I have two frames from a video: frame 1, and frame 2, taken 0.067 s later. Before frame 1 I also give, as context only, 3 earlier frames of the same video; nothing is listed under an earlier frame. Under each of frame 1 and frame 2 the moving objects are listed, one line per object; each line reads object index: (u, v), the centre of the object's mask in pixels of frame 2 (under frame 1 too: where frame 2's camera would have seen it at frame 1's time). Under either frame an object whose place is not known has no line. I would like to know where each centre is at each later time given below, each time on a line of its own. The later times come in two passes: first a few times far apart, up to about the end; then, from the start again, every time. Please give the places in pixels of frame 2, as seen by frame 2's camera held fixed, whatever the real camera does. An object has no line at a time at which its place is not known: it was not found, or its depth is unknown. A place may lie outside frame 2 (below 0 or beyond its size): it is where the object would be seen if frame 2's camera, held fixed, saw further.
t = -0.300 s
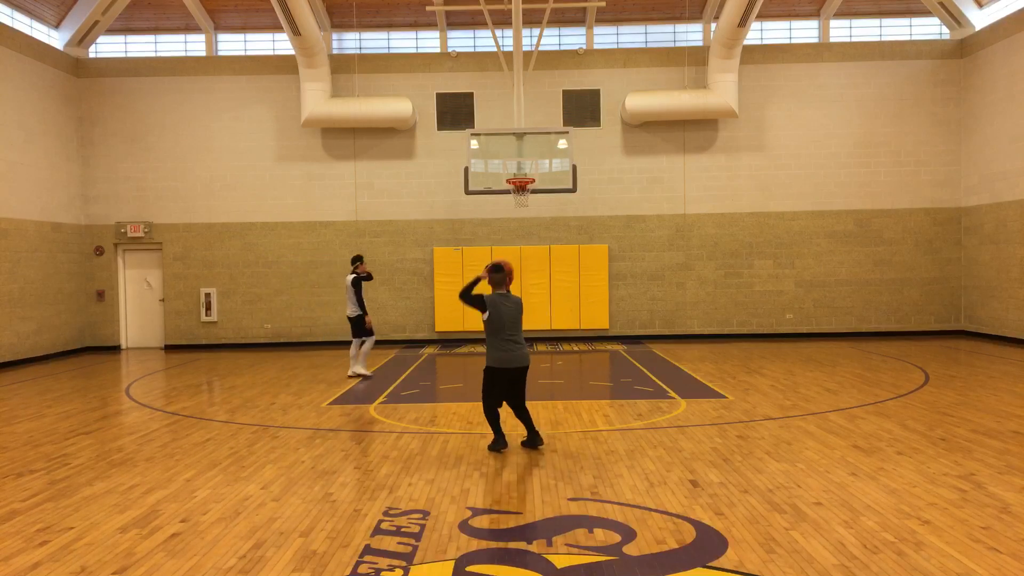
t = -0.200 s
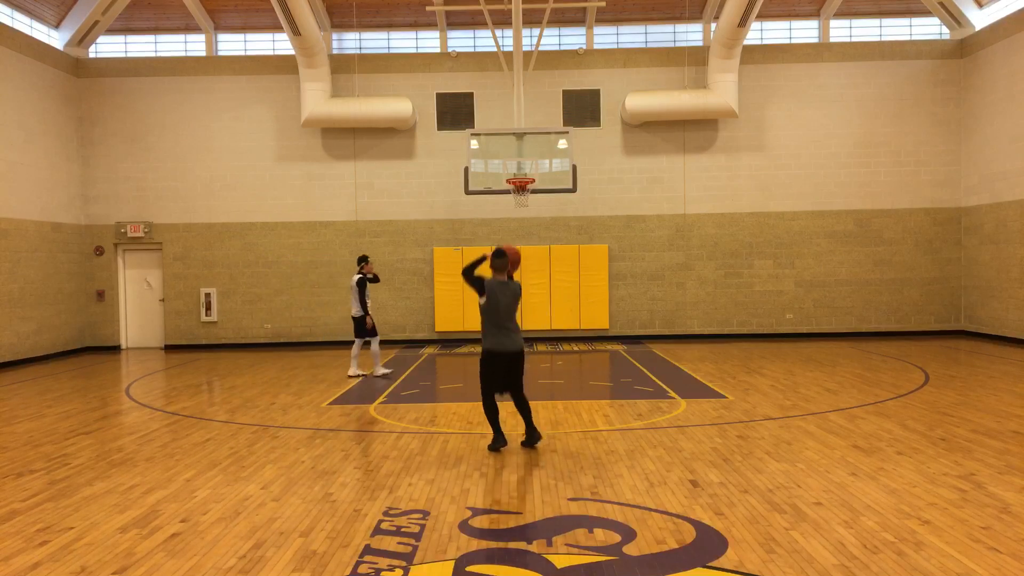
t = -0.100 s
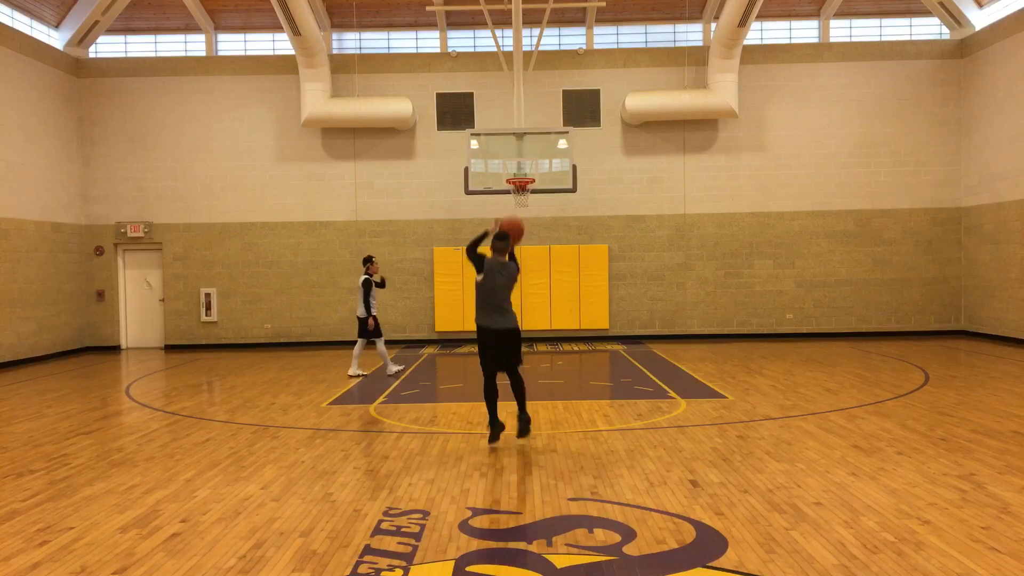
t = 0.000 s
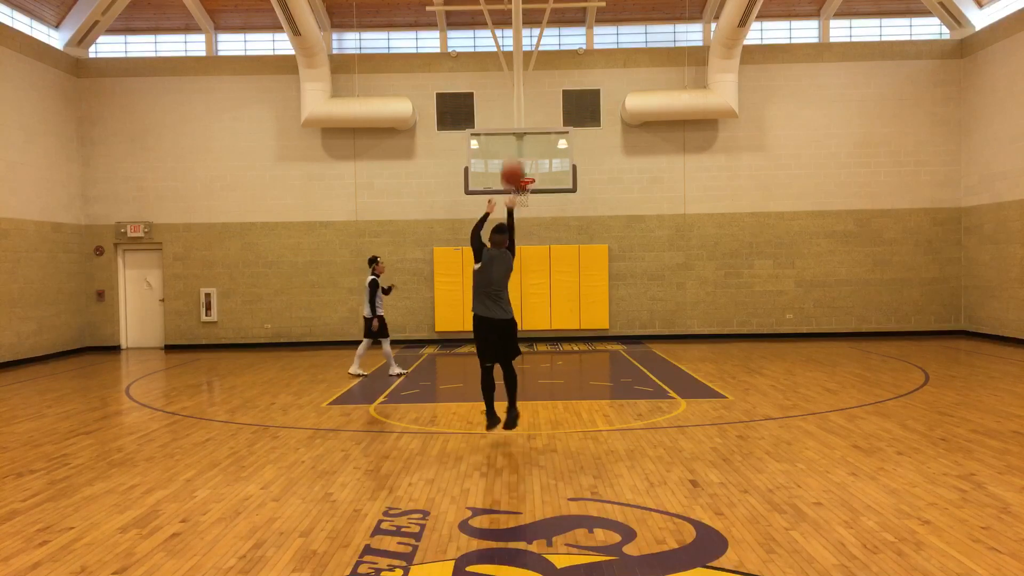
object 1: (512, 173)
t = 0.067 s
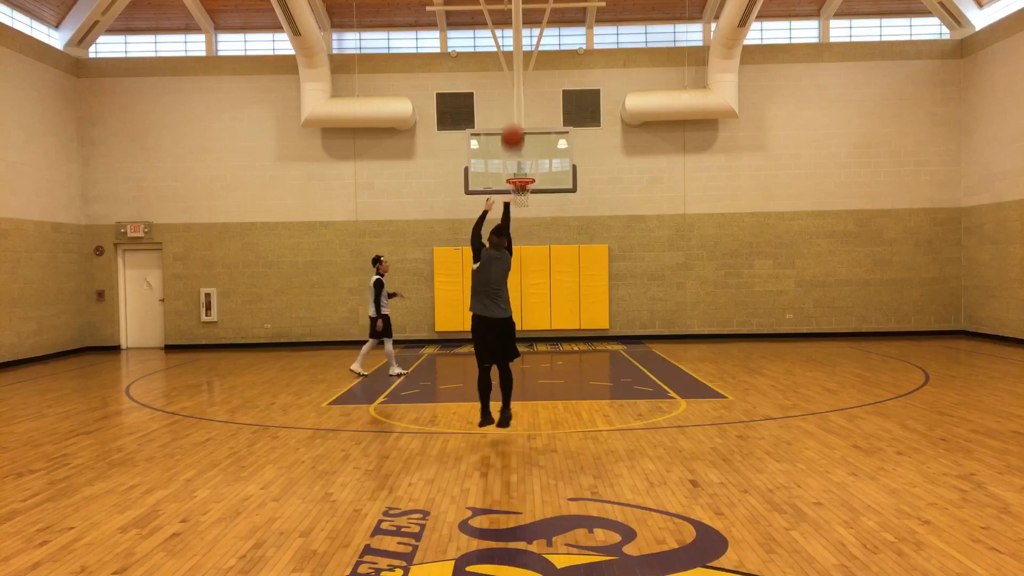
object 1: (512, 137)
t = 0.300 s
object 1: (513, 58)
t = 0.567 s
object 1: (515, 35)
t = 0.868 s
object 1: (518, 73)
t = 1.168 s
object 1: (522, 155)
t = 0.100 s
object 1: (512, 121)
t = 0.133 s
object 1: (512, 107)
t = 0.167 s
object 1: (512, 95)
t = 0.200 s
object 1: (512, 83)
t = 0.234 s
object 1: (513, 74)
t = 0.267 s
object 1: (513, 65)
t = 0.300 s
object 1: (513, 58)
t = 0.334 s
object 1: (513, 51)
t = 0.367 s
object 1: (513, 46)
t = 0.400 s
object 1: (514, 42)
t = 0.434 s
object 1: (514, 38)
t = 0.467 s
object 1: (514, 36)
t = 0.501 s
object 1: (514, 35)
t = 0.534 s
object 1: (515, 35)
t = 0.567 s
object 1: (515, 35)
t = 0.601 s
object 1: (515, 37)
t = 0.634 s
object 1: (516, 39)
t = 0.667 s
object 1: (516, 42)
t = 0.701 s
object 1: (516, 46)
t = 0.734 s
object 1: (517, 50)
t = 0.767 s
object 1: (517, 54)
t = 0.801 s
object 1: (517, 60)
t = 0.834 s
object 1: (518, 66)
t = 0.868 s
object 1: (518, 73)
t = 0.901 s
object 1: (519, 80)
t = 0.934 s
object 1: (519, 88)
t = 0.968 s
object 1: (519, 96)
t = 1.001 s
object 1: (520, 105)
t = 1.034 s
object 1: (520, 114)
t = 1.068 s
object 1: (520, 124)
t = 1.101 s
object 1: (521, 134)
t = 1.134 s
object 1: (522, 145)
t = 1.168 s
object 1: (522, 155)
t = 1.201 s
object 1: (522, 166)
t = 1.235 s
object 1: (522, 180)
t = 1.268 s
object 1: (522, 188)
